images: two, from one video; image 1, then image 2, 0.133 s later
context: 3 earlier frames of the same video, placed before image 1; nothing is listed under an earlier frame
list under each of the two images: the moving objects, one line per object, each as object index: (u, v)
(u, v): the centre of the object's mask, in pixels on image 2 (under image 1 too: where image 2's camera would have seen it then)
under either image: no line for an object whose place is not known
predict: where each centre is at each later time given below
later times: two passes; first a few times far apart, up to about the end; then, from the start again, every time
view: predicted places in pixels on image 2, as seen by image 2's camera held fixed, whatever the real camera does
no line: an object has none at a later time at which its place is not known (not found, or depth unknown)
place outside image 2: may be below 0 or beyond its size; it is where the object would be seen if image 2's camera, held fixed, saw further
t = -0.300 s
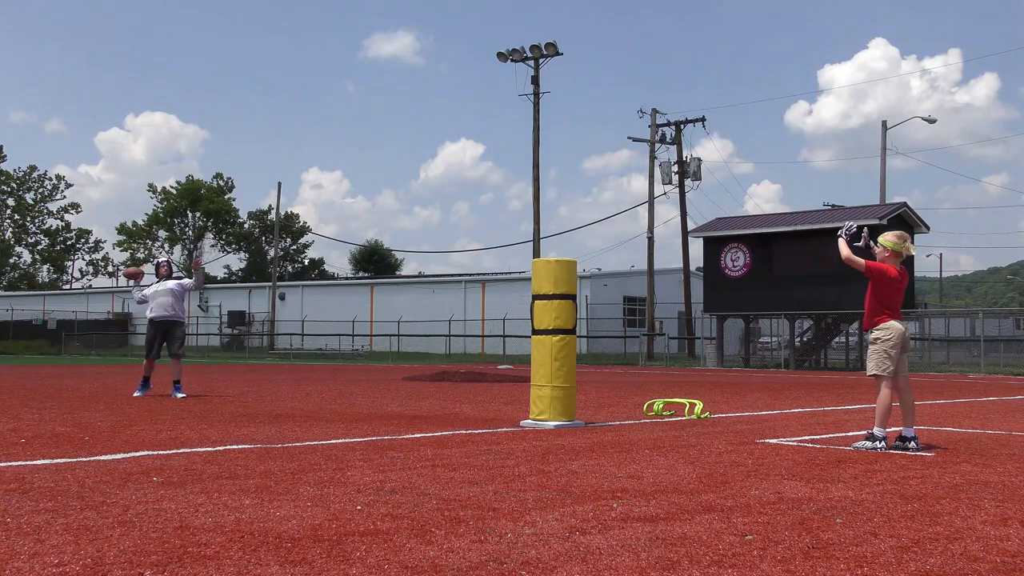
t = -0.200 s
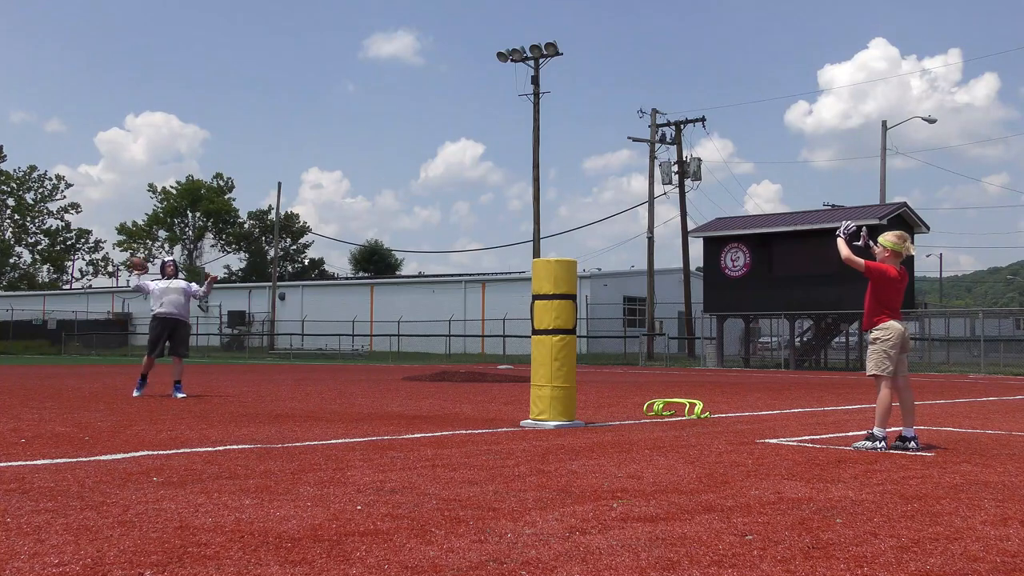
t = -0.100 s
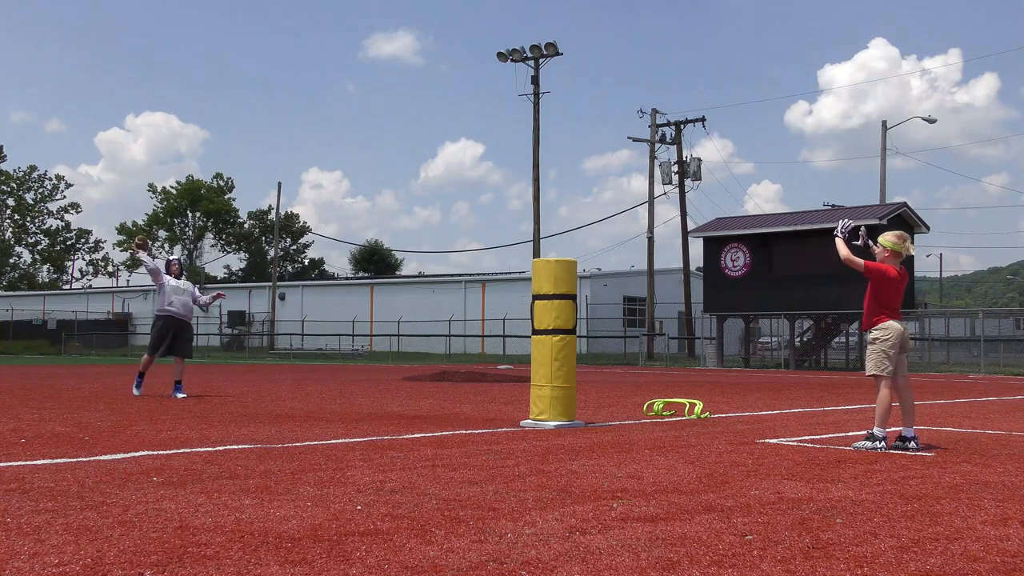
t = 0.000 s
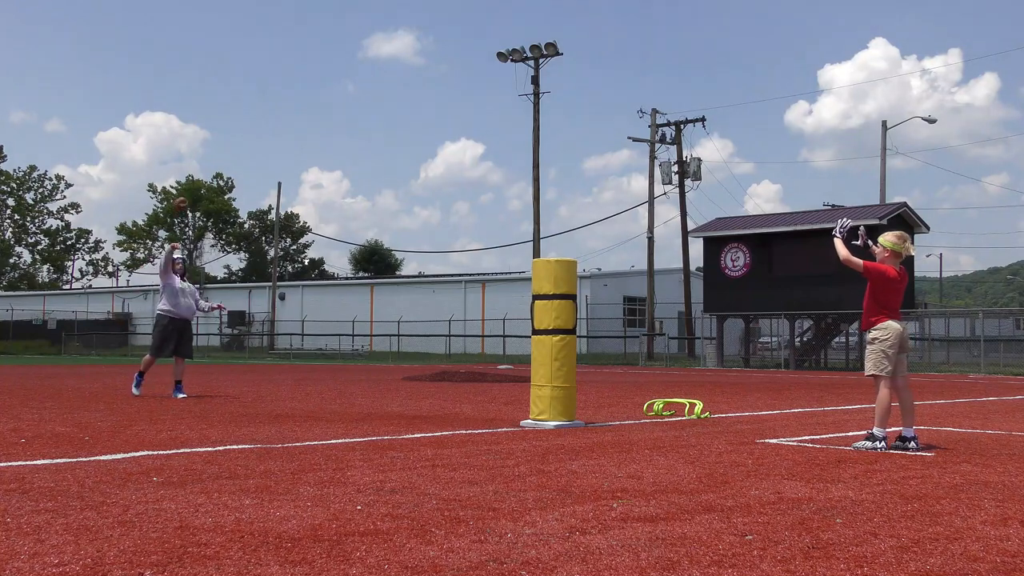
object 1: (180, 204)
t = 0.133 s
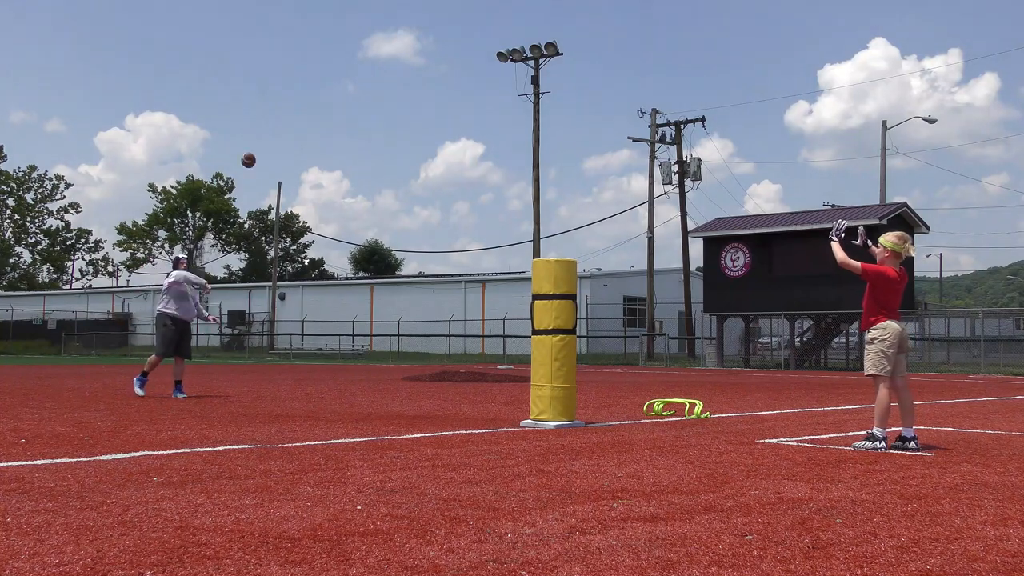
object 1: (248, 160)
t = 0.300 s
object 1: (339, 118)
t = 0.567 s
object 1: (511, 96)
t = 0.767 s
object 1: (671, 126)
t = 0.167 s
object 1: (266, 150)
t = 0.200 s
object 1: (283, 141)
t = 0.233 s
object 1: (301, 133)
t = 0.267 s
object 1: (320, 125)
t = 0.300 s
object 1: (339, 118)
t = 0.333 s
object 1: (359, 113)
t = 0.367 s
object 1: (379, 107)
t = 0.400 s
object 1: (399, 103)
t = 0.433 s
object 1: (421, 100)
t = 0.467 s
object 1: (442, 98)
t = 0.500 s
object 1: (465, 96)
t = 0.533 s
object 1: (488, 95)
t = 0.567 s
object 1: (511, 96)
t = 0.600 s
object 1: (535, 98)
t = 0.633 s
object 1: (560, 101)
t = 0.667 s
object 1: (586, 105)
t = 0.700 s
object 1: (613, 111)
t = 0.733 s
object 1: (641, 118)
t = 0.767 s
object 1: (671, 126)
